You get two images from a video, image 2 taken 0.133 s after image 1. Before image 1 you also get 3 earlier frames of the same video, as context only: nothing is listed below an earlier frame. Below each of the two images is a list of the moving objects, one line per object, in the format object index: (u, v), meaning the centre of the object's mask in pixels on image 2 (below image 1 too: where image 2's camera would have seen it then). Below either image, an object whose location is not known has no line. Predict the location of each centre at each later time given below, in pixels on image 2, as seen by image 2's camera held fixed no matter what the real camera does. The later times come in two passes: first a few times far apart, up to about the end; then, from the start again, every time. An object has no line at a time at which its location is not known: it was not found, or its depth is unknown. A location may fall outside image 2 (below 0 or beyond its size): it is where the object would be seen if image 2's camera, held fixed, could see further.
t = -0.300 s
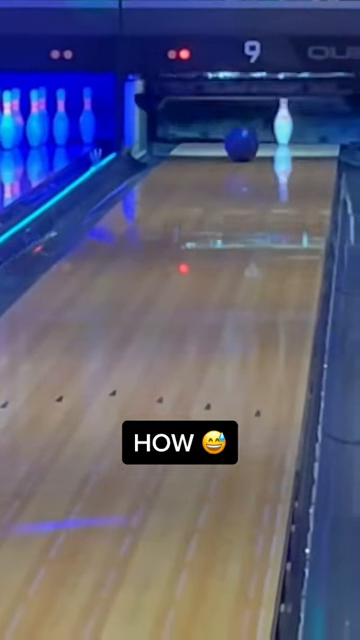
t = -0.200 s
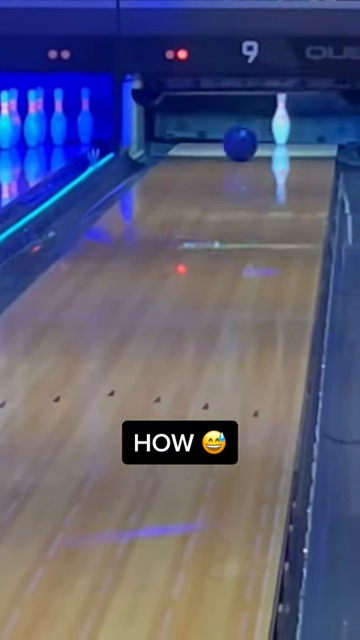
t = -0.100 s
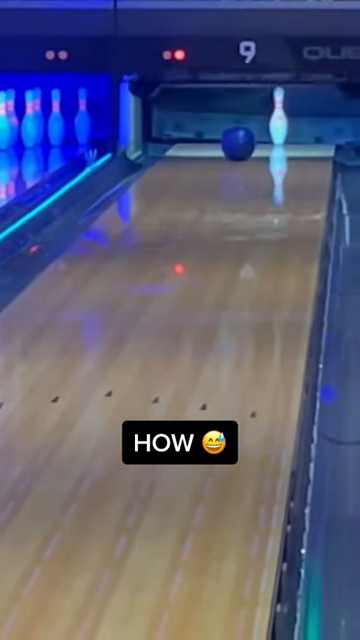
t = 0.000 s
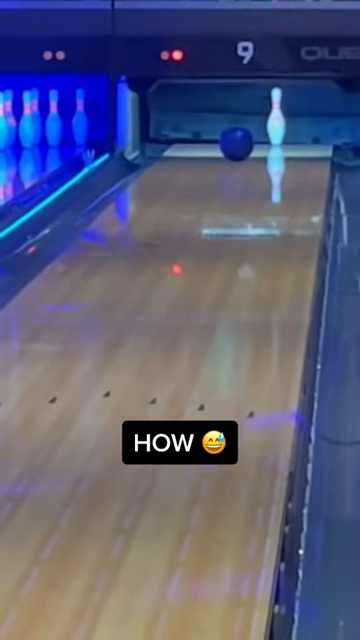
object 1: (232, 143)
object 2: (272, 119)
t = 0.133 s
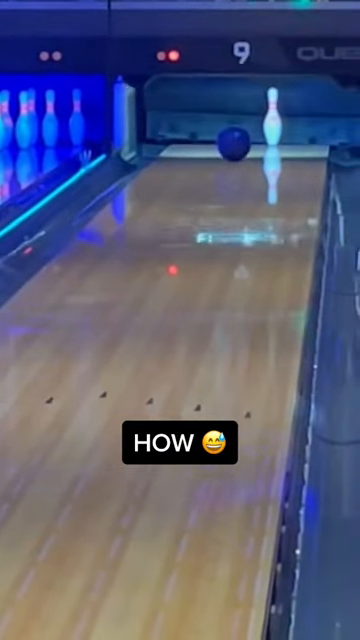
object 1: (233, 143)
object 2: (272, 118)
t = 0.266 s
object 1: (234, 143)
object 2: (273, 119)
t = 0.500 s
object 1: (236, 141)
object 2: (272, 118)
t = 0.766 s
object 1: (237, 140)
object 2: (272, 119)
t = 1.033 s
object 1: (239, 138)
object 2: (272, 118)
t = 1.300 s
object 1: (240, 136)
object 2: (272, 118)
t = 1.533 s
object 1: (242, 135)
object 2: (272, 118)
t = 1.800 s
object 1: (244, 134)
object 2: (272, 118)
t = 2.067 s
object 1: (246, 133)
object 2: (272, 118)
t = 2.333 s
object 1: (247, 133)
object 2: (272, 118)
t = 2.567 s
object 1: (249, 132)
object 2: (272, 118)
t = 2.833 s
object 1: (250, 131)
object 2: (273, 117)
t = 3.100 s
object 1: (252, 130)
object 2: (273, 117)
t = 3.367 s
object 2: (285, 118)
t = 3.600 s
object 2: (294, 132)
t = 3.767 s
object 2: (314, 128)
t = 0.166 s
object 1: (233, 143)
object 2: (272, 119)
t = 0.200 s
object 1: (234, 143)
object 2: (272, 119)
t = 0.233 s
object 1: (234, 143)
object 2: (272, 119)
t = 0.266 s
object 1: (234, 143)
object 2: (273, 119)
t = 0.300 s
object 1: (234, 142)
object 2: (272, 118)
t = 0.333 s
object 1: (235, 142)
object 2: (272, 119)
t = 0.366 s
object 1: (235, 142)
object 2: (272, 118)
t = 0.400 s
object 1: (235, 141)
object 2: (272, 118)
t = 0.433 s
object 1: (235, 141)
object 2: (272, 119)
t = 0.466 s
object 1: (235, 141)
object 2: (272, 119)
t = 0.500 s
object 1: (236, 141)
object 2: (272, 118)
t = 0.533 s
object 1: (236, 141)
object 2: (272, 118)
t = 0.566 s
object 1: (236, 141)
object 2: (272, 118)
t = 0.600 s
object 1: (236, 141)
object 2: (272, 118)
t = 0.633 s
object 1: (236, 141)
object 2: (272, 118)
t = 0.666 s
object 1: (237, 140)
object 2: (272, 119)
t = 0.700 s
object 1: (237, 140)
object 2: (272, 118)
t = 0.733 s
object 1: (237, 140)
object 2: (272, 118)
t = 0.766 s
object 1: (237, 140)
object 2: (272, 119)
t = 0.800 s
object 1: (237, 140)
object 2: (272, 118)
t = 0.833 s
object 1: (237, 140)
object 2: (272, 118)
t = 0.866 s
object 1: (238, 139)
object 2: (272, 119)
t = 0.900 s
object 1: (238, 139)
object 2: (272, 118)
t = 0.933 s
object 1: (238, 138)
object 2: (272, 118)
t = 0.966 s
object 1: (238, 138)
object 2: (272, 118)
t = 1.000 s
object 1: (239, 138)
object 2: (272, 118)
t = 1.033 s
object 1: (239, 138)
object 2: (272, 118)
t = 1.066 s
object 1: (240, 137)
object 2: (272, 118)
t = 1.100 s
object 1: (239, 137)
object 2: (272, 118)
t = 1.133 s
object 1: (240, 137)
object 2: (272, 118)
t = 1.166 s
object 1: (240, 137)
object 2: (272, 118)
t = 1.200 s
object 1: (241, 137)
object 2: (272, 118)
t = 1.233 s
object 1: (240, 136)
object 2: (272, 118)
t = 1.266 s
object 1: (240, 136)
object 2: (273, 118)
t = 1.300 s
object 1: (240, 136)
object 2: (272, 118)
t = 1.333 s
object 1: (241, 136)
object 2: (272, 118)
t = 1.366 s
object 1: (240, 136)
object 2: (272, 118)
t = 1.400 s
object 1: (241, 135)
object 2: (272, 118)
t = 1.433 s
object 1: (241, 136)
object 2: (272, 118)
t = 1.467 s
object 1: (241, 135)
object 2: (272, 118)
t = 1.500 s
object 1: (241, 135)
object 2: (272, 118)
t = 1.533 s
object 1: (242, 135)
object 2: (272, 118)
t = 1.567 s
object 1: (242, 135)
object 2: (272, 118)
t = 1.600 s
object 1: (243, 135)
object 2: (272, 118)
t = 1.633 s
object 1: (243, 135)
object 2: (272, 118)
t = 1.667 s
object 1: (243, 135)
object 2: (272, 118)
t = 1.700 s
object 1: (244, 135)
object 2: (272, 118)
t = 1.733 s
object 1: (243, 135)
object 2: (272, 118)
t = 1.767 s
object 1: (244, 135)
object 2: (272, 118)
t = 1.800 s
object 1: (244, 134)
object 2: (272, 118)
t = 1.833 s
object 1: (244, 135)
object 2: (272, 118)
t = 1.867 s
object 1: (245, 134)
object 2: (272, 118)
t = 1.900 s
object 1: (245, 134)
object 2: (272, 118)
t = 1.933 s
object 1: (245, 134)
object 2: (272, 118)
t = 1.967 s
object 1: (245, 134)
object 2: (272, 118)
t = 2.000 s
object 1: (245, 133)
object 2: (272, 118)
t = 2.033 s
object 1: (246, 134)
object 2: (272, 117)
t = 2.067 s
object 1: (246, 133)
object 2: (272, 118)
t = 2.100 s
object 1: (247, 133)
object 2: (272, 118)
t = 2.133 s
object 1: (246, 133)
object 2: (272, 118)
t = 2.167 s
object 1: (246, 133)
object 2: (272, 118)
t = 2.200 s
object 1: (247, 133)
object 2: (272, 117)
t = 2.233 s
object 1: (247, 133)
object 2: (272, 118)
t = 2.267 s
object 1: (247, 133)
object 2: (272, 118)
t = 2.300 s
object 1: (247, 133)
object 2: (272, 118)
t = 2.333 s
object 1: (247, 133)
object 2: (272, 118)
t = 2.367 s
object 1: (247, 132)
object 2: (272, 118)
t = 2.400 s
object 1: (248, 133)
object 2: (272, 118)
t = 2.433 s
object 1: (248, 132)
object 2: (272, 118)
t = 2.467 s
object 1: (248, 131)
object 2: (272, 118)
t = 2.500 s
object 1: (249, 132)
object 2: (272, 118)
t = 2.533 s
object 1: (248, 132)
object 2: (272, 118)
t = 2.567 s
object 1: (249, 132)
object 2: (272, 118)
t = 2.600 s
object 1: (249, 131)
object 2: (273, 117)
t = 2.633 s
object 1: (249, 131)
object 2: (273, 118)
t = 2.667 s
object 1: (250, 131)
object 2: (273, 117)
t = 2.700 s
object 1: (249, 131)
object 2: (272, 117)
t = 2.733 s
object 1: (250, 131)
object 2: (273, 118)
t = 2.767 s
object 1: (250, 131)
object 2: (273, 117)
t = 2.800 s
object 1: (250, 131)
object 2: (273, 117)
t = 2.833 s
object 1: (250, 131)
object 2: (273, 117)
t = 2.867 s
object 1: (249, 131)
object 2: (273, 117)
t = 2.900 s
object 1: (251, 130)
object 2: (273, 117)
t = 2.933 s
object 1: (251, 130)
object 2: (273, 117)
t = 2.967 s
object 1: (251, 130)
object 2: (273, 117)
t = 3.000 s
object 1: (251, 130)
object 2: (273, 117)
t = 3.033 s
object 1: (252, 130)
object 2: (273, 117)
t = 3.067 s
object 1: (251, 130)
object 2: (273, 117)
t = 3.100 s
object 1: (252, 130)
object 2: (273, 117)
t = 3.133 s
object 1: (252, 130)
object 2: (273, 117)
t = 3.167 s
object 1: (251, 131)
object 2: (275, 117)
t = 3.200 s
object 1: (251, 130)
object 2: (276, 117)
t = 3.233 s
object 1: (252, 130)
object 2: (278, 117)
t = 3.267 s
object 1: (252, 130)
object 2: (280, 117)
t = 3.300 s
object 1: (252, 130)
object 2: (281, 117)
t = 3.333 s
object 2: (283, 117)
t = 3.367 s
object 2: (285, 118)
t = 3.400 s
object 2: (287, 119)
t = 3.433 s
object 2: (289, 120)
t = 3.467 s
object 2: (290, 123)
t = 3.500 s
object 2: (292, 127)
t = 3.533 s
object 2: (295, 131)
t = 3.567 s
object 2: (297, 135)
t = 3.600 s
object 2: (294, 132)
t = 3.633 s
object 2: (298, 129)
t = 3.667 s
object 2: (302, 129)
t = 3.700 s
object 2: (306, 127)
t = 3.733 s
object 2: (310, 126)
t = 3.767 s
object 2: (314, 128)
